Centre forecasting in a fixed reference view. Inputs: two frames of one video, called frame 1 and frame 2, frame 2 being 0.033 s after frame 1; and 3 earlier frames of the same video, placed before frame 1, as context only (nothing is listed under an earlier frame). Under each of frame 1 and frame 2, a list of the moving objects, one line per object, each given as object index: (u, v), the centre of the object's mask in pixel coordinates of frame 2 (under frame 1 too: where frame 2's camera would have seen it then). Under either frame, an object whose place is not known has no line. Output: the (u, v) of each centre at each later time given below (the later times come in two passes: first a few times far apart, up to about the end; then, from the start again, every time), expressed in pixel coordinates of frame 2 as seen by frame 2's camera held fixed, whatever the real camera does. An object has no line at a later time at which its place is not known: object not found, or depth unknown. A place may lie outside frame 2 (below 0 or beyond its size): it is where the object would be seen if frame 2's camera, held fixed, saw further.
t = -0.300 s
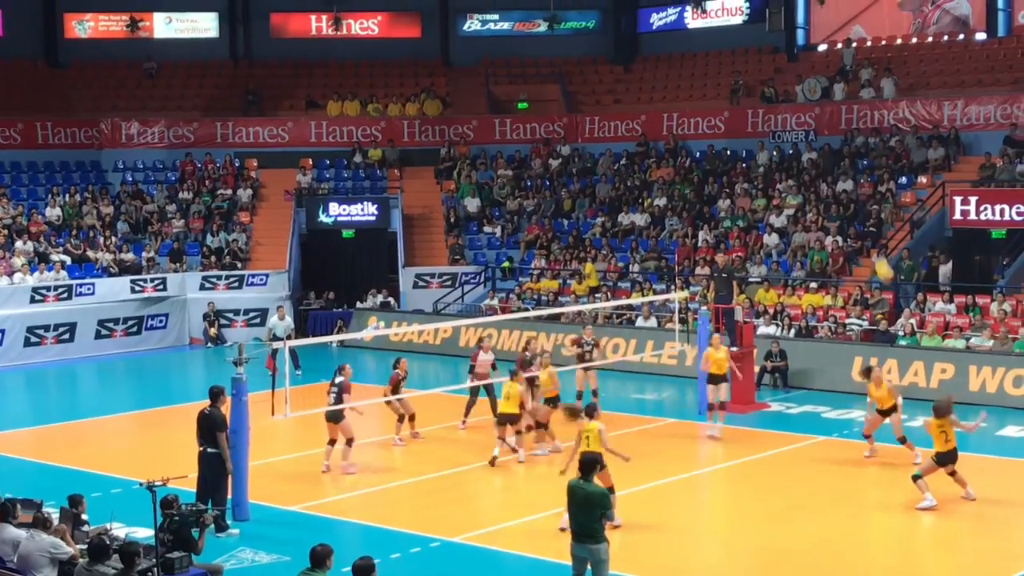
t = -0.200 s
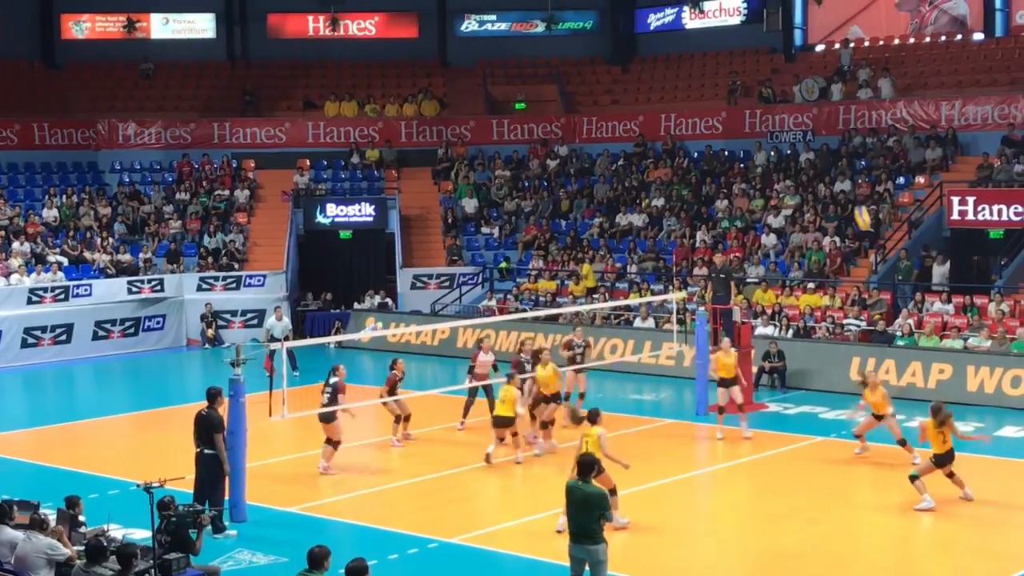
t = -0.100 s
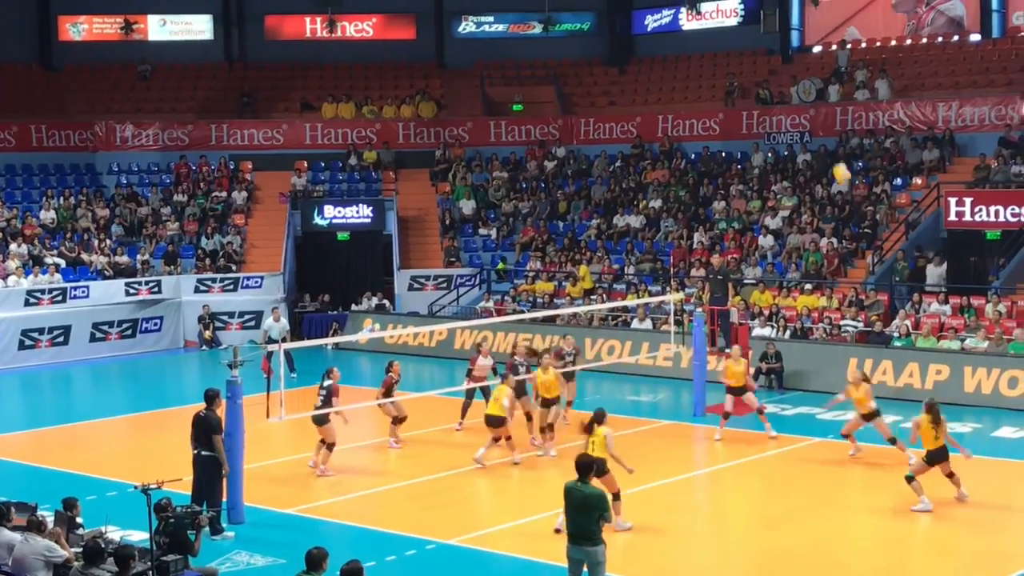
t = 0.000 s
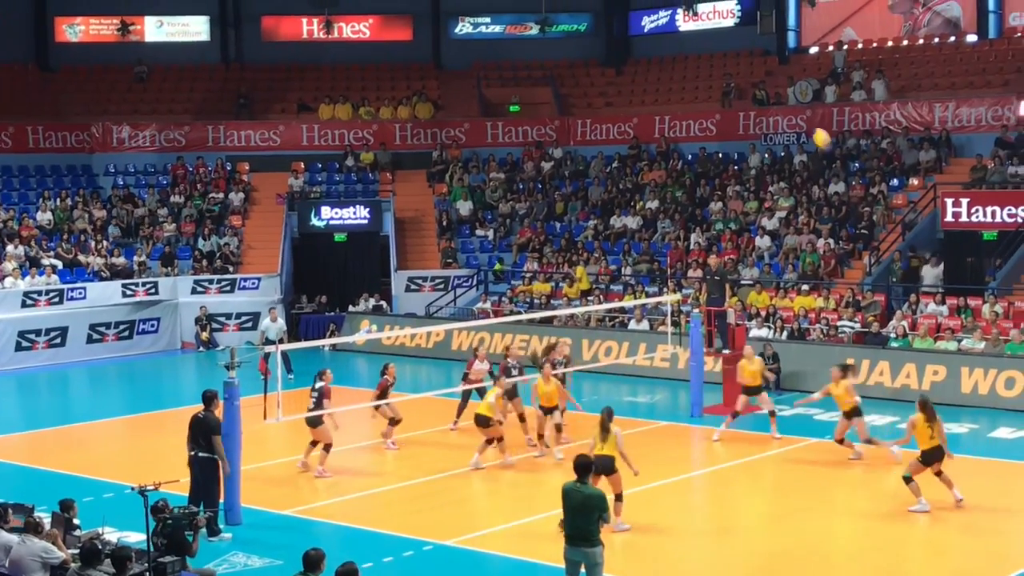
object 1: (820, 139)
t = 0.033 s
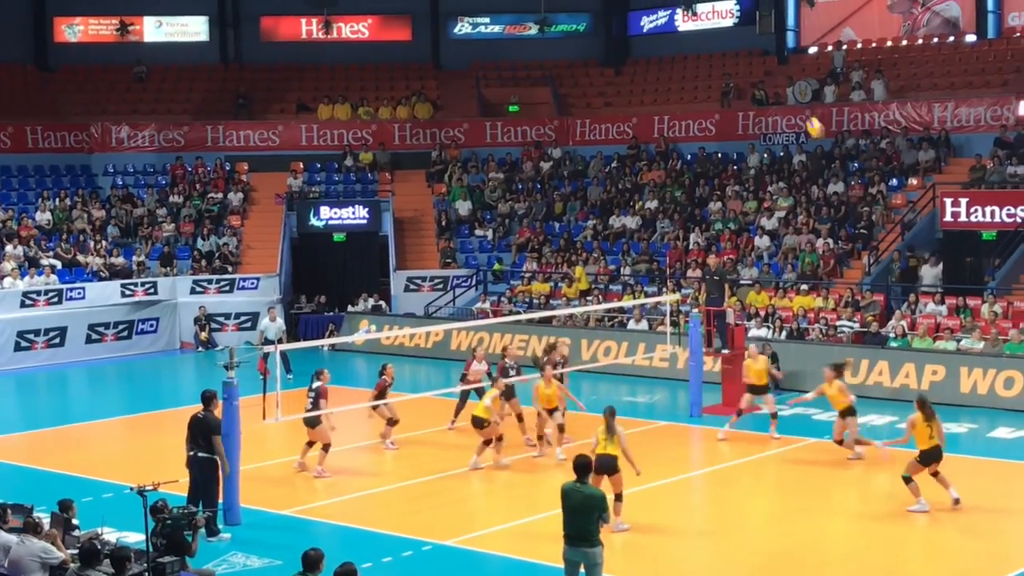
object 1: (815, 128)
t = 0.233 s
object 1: (781, 82)
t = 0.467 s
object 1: (744, 64)
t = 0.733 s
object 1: (703, 88)
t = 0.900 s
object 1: (679, 126)
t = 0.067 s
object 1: (808, 118)
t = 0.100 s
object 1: (803, 110)
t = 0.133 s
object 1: (797, 101)
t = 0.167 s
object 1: (792, 93)
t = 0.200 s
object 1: (786, 87)
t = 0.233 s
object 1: (781, 82)
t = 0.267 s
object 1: (776, 77)
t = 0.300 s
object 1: (770, 73)
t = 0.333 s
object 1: (764, 70)
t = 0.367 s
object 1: (759, 67)
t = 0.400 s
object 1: (754, 65)
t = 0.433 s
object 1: (749, 64)
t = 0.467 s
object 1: (744, 64)
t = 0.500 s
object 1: (739, 65)
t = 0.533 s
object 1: (733, 66)
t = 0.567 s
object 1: (728, 68)
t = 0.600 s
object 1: (723, 70)
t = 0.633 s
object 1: (718, 74)
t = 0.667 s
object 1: (713, 78)
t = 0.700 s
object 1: (708, 83)
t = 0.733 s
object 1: (703, 88)
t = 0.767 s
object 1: (698, 94)
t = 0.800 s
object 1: (693, 101)
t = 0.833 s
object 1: (688, 109)
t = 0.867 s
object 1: (684, 116)
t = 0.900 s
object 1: (679, 126)
